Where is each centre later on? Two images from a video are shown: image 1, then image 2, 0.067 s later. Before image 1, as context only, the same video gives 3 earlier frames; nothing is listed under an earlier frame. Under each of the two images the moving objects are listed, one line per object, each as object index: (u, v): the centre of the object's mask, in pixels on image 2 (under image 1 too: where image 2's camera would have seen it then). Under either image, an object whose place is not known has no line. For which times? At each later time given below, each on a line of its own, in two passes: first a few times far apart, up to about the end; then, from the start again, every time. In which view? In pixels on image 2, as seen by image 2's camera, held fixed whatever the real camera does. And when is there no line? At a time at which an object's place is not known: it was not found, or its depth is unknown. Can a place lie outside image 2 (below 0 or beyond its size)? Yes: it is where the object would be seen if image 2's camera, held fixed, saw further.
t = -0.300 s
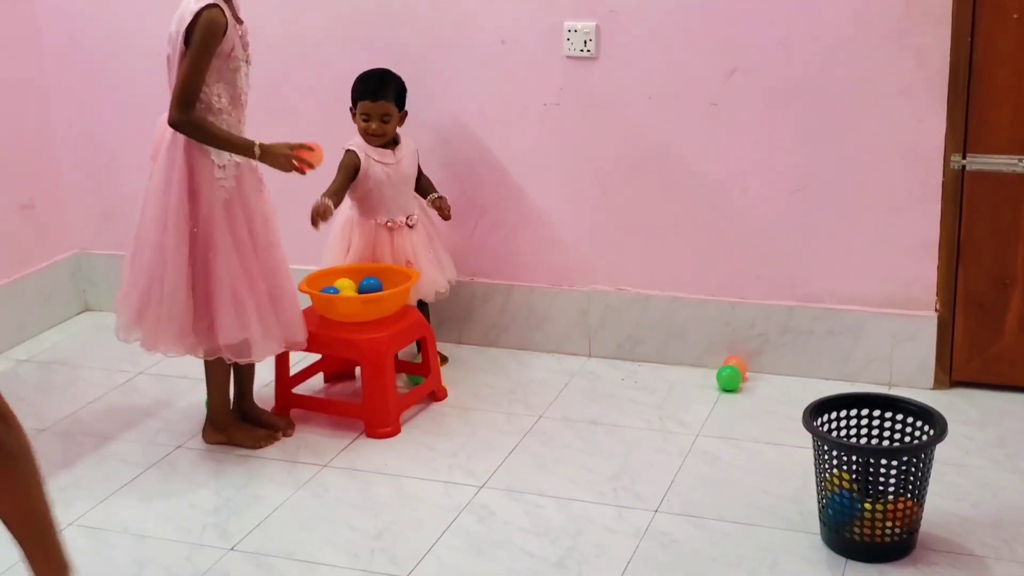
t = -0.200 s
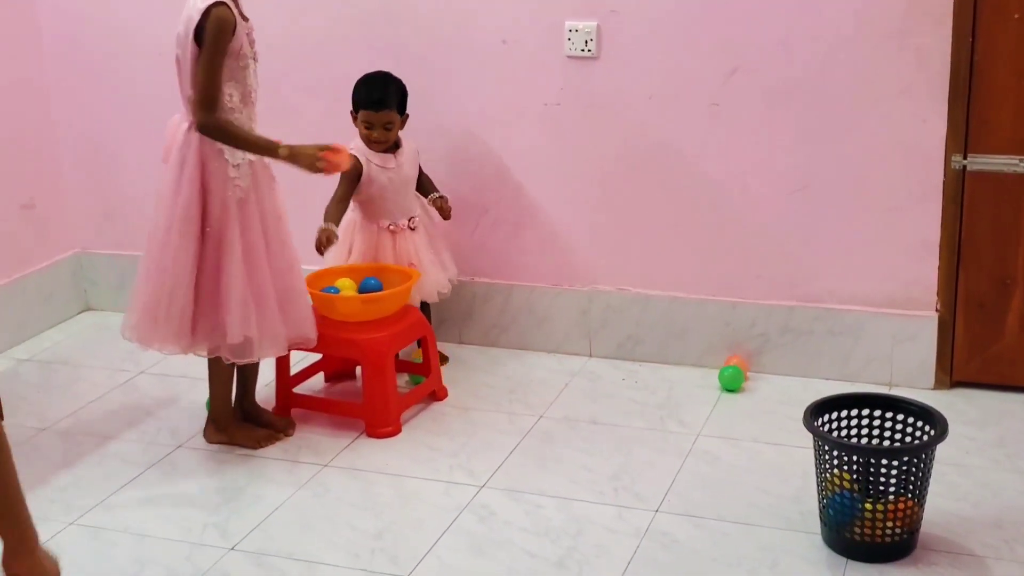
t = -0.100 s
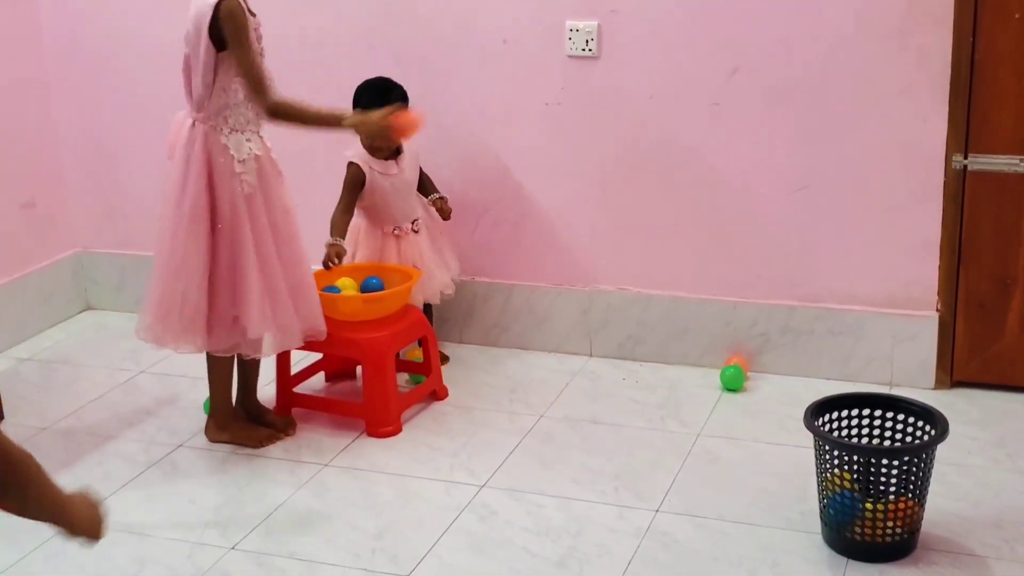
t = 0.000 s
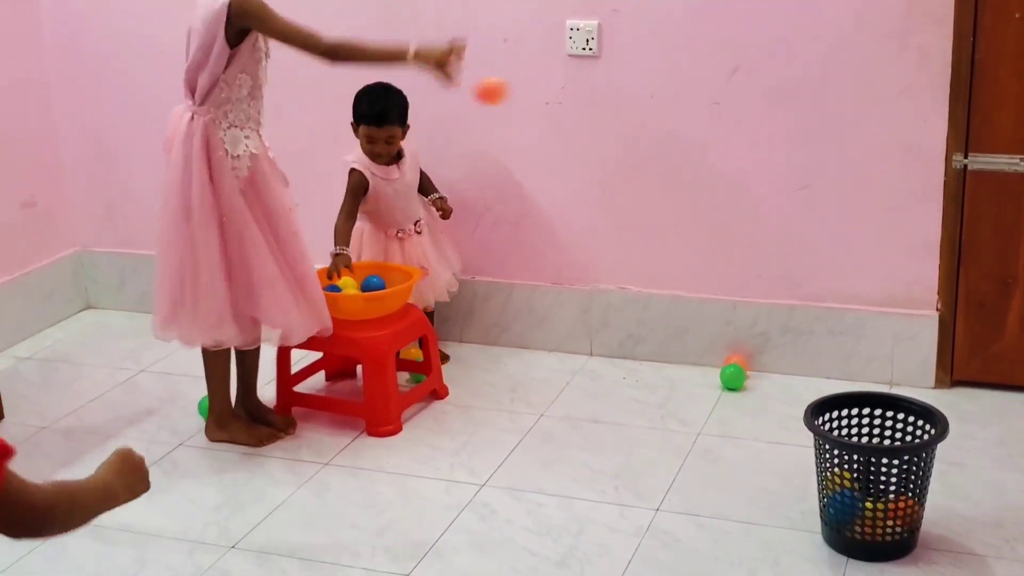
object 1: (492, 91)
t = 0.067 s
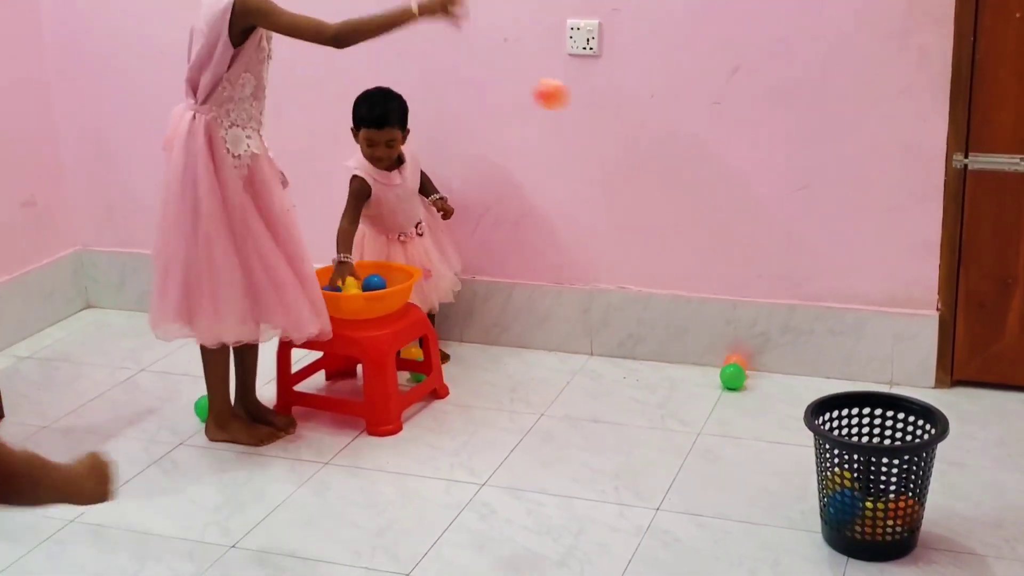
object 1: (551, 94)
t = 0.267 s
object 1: (729, 234)
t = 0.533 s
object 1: (952, 346)
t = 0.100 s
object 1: (580, 104)
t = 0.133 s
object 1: (609, 119)
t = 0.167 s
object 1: (640, 141)
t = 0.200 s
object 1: (670, 167)
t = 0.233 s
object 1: (700, 199)
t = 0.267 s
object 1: (729, 234)
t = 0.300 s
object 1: (759, 276)
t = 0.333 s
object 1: (788, 323)
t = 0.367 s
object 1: (815, 370)
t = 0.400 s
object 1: (844, 373)
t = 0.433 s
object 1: (871, 359)
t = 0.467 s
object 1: (897, 350)
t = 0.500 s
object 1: (926, 345)
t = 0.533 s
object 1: (952, 346)
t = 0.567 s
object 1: (976, 351)
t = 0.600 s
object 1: (1002, 361)
